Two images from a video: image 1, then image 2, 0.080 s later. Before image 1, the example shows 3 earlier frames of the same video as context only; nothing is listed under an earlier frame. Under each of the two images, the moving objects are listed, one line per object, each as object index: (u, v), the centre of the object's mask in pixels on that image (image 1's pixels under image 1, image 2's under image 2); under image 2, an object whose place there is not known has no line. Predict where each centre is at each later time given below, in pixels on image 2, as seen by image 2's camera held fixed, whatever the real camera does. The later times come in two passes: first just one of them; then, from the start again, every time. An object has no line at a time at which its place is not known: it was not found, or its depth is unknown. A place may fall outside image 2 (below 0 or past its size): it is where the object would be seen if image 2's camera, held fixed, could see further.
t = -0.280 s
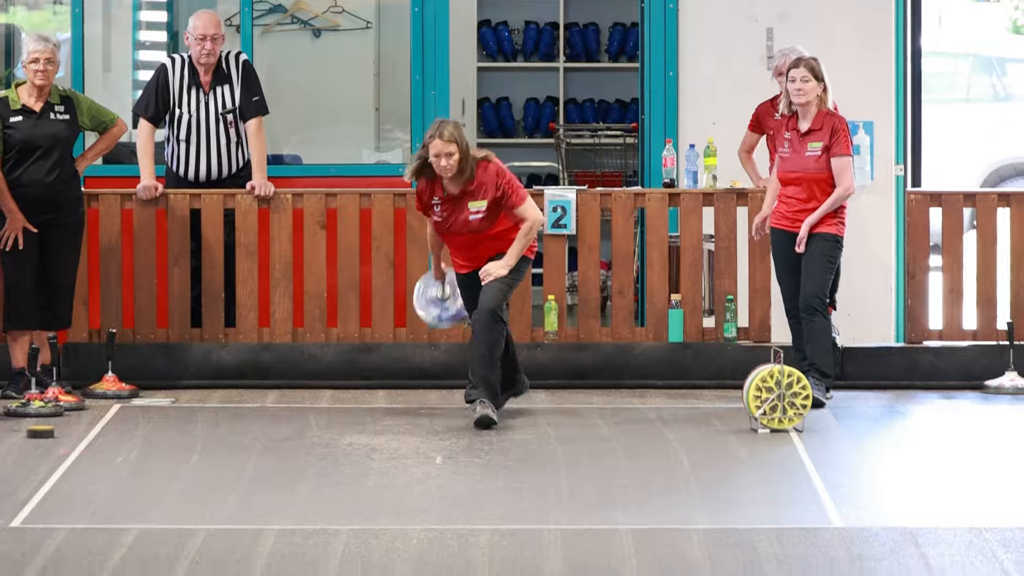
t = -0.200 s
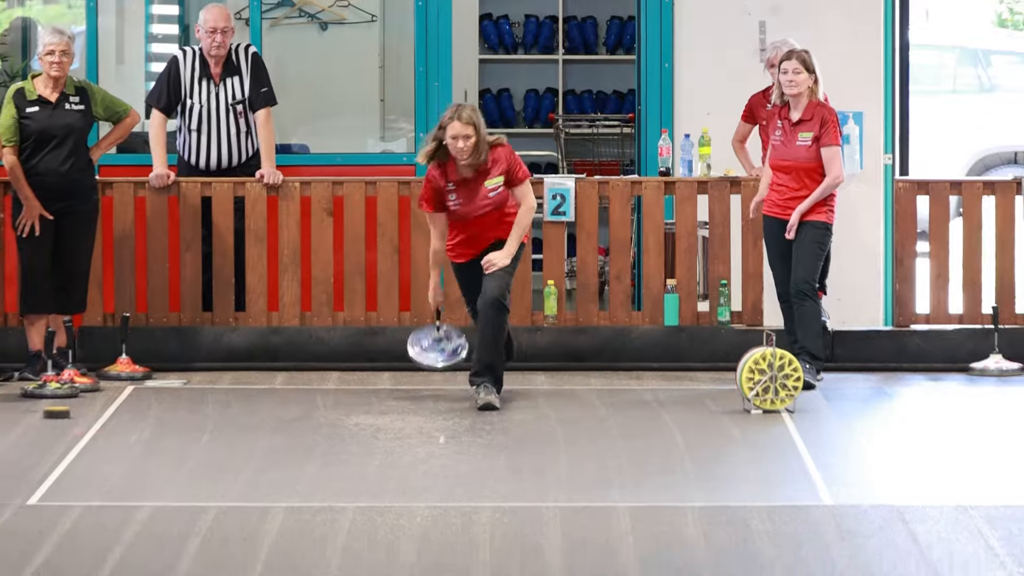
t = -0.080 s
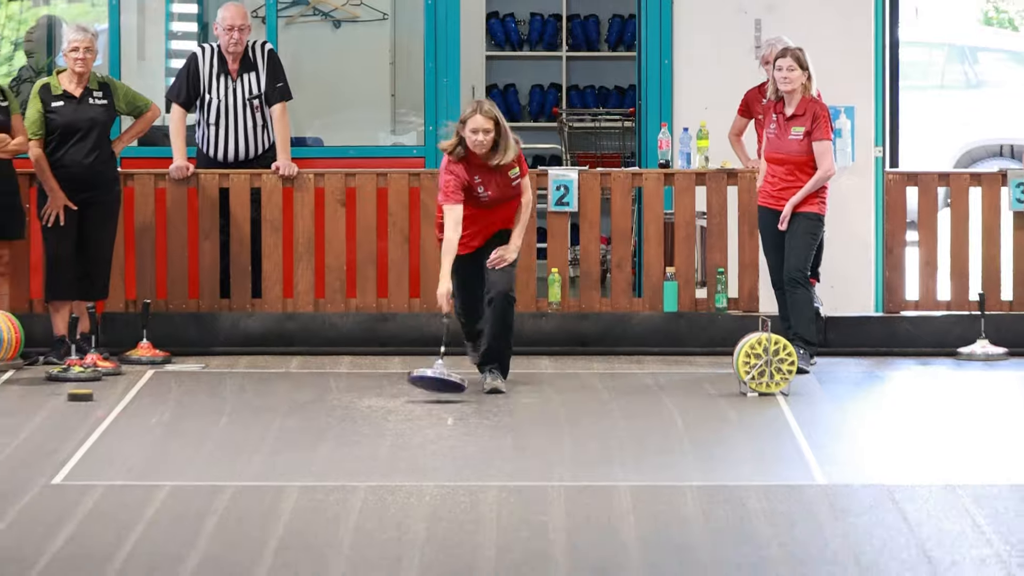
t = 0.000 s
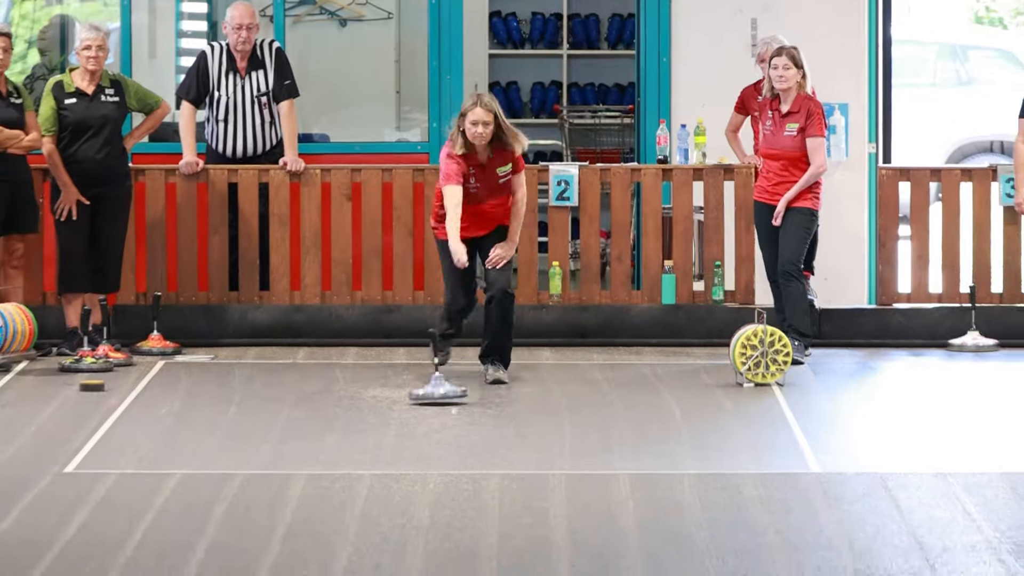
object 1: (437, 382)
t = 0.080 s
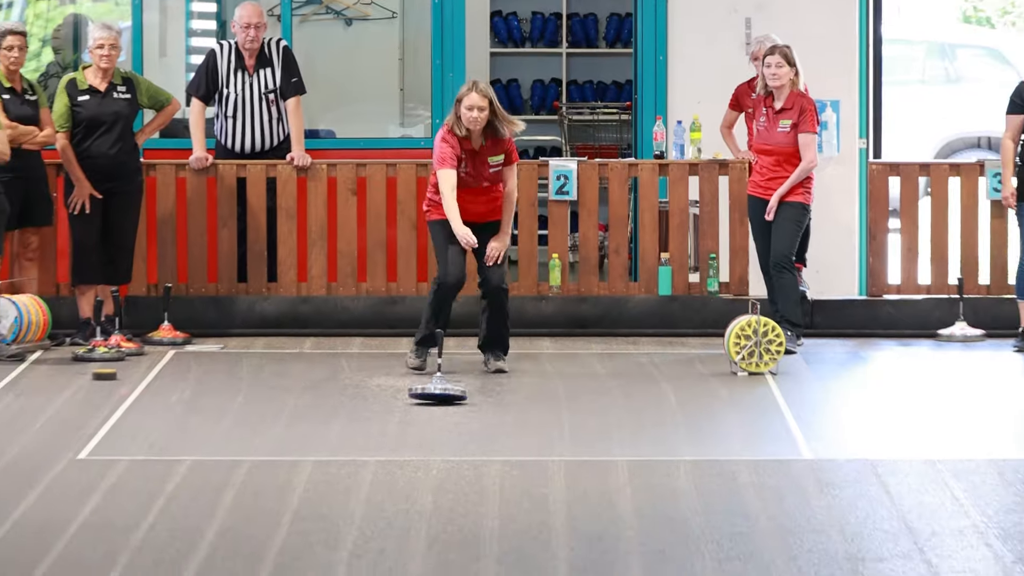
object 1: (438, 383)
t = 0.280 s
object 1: (434, 405)
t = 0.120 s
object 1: (436, 385)
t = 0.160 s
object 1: (434, 388)
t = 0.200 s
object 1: (434, 398)
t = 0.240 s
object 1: (435, 402)
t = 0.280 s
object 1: (434, 405)
